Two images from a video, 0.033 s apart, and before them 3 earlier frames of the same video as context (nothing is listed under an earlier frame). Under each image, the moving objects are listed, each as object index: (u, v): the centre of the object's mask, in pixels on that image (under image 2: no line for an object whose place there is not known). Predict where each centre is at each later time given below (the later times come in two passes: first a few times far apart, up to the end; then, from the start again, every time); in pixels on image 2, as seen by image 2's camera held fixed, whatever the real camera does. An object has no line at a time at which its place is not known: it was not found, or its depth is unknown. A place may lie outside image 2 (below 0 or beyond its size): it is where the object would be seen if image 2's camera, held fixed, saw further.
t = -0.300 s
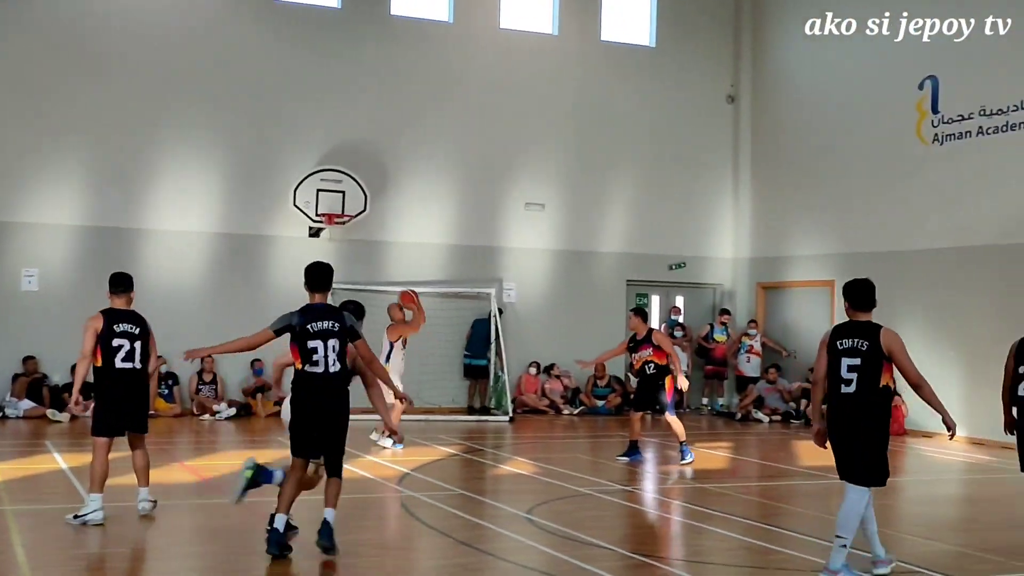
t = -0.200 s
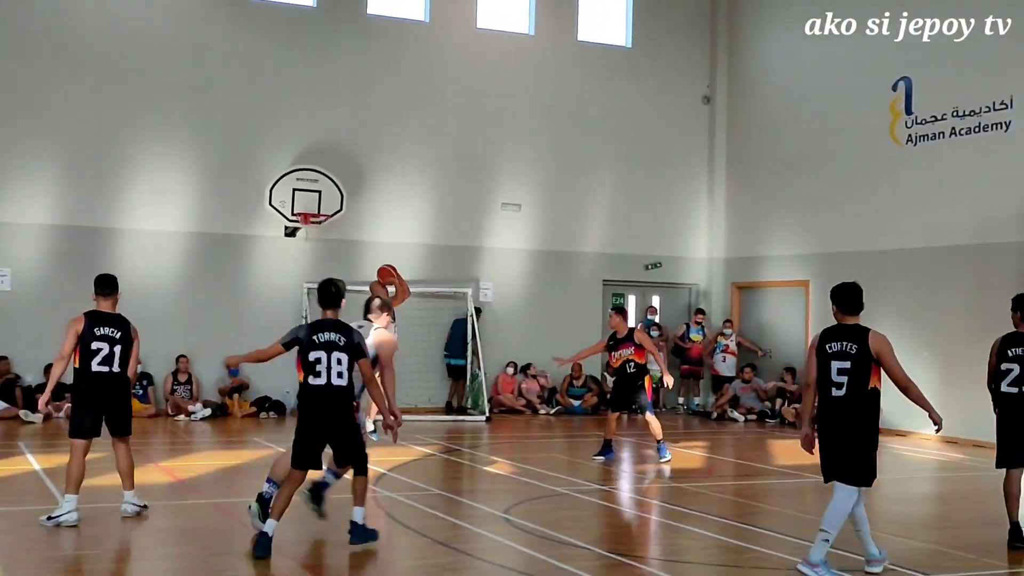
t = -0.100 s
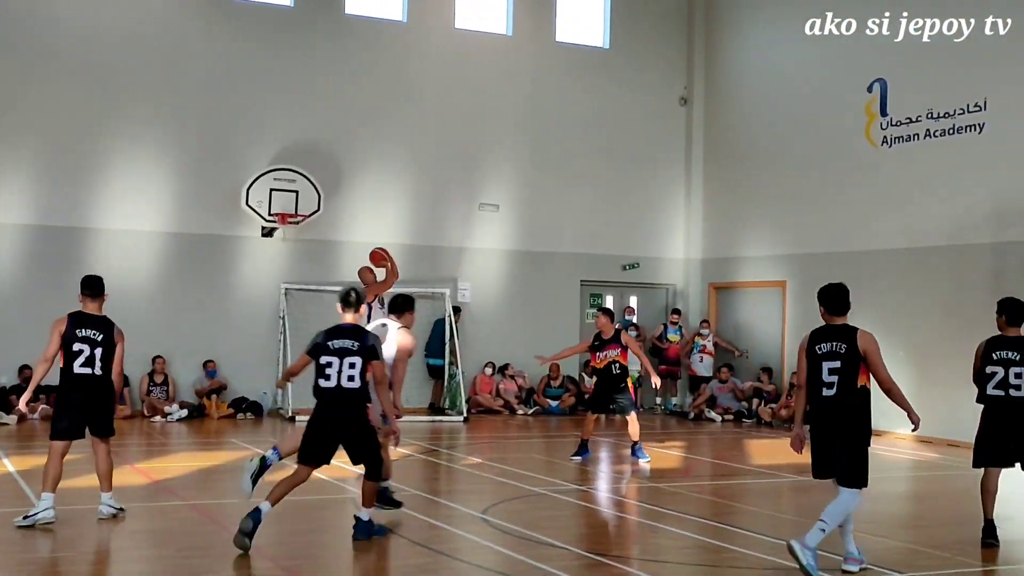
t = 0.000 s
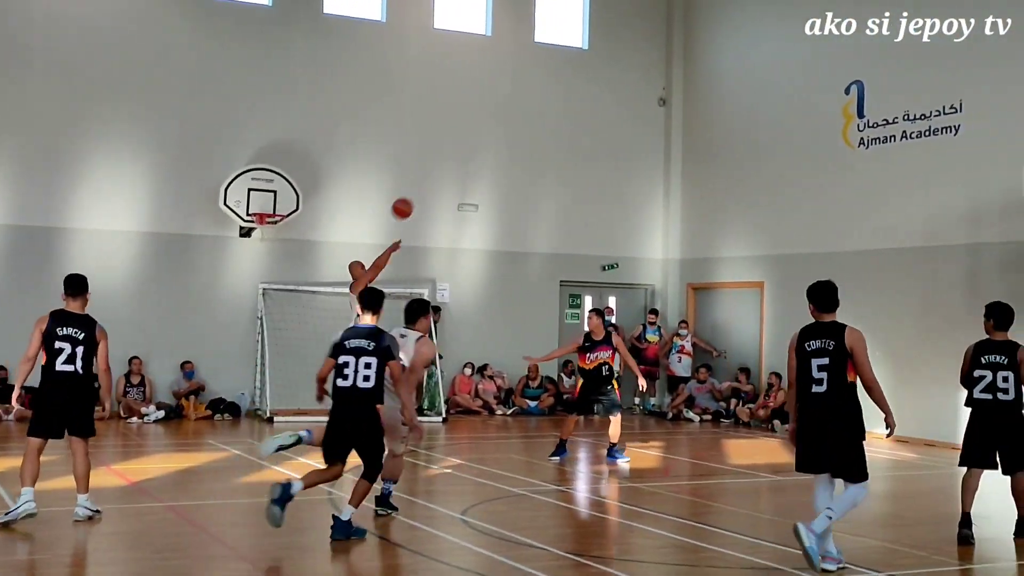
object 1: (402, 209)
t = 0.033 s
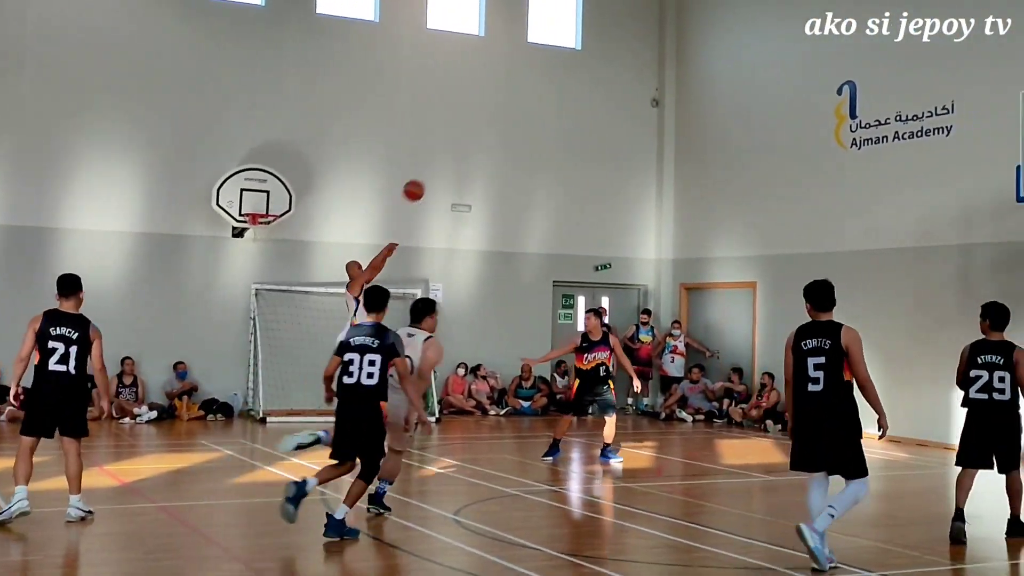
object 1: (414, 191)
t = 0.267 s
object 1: (545, 92)
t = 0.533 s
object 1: (701, 34)
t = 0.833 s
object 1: (887, 44)
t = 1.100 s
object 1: (1069, 133)
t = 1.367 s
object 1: (1131, 177)
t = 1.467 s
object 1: (1144, 203)
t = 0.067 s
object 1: (432, 174)
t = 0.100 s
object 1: (451, 158)
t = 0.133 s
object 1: (469, 142)
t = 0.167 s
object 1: (488, 128)
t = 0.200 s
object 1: (506, 115)
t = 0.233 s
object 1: (525, 103)
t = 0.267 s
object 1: (545, 92)
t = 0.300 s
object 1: (564, 81)
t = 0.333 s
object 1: (583, 72)
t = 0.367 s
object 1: (602, 64)
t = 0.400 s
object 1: (622, 56)
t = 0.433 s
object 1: (641, 49)
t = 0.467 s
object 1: (661, 43)
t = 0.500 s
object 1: (681, 38)
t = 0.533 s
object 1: (701, 34)
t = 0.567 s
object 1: (720, 31)
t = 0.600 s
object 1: (740, 29)
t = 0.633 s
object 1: (761, 28)
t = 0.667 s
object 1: (781, 28)
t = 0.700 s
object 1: (802, 29)
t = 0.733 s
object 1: (823, 31)
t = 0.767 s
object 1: (844, 34)
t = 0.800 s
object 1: (865, 39)
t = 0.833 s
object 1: (887, 44)
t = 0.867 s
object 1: (908, 51)
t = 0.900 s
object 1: (930, 59)
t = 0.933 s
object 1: (953, 68)
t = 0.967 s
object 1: (976, 78)
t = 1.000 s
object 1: (998, 90)
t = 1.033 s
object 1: (1021, 104)
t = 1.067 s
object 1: (1044, 117)
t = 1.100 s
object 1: (1069, 133)
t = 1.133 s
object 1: (1092, 150)
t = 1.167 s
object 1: (1108, 160)
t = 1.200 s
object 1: (1111, 160)
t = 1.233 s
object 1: (1115, 161)
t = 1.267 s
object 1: (1119, 163)
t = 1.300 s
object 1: (1123, 166)
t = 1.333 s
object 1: (1128, 171)
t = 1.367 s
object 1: (1131, 177)
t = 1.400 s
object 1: (1135, 184)
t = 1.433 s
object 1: (1139, 193)
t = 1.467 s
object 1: (1144, 203)
